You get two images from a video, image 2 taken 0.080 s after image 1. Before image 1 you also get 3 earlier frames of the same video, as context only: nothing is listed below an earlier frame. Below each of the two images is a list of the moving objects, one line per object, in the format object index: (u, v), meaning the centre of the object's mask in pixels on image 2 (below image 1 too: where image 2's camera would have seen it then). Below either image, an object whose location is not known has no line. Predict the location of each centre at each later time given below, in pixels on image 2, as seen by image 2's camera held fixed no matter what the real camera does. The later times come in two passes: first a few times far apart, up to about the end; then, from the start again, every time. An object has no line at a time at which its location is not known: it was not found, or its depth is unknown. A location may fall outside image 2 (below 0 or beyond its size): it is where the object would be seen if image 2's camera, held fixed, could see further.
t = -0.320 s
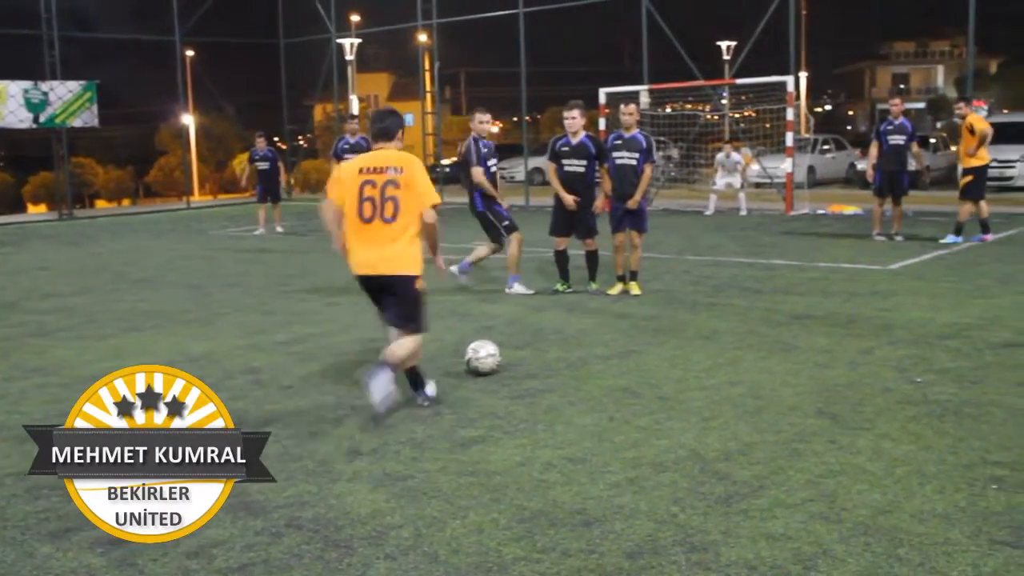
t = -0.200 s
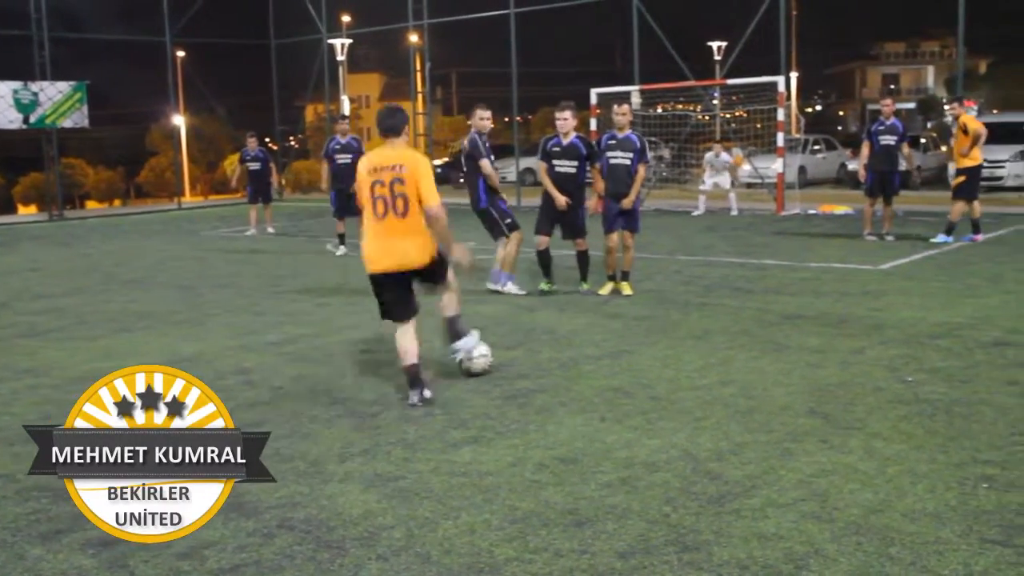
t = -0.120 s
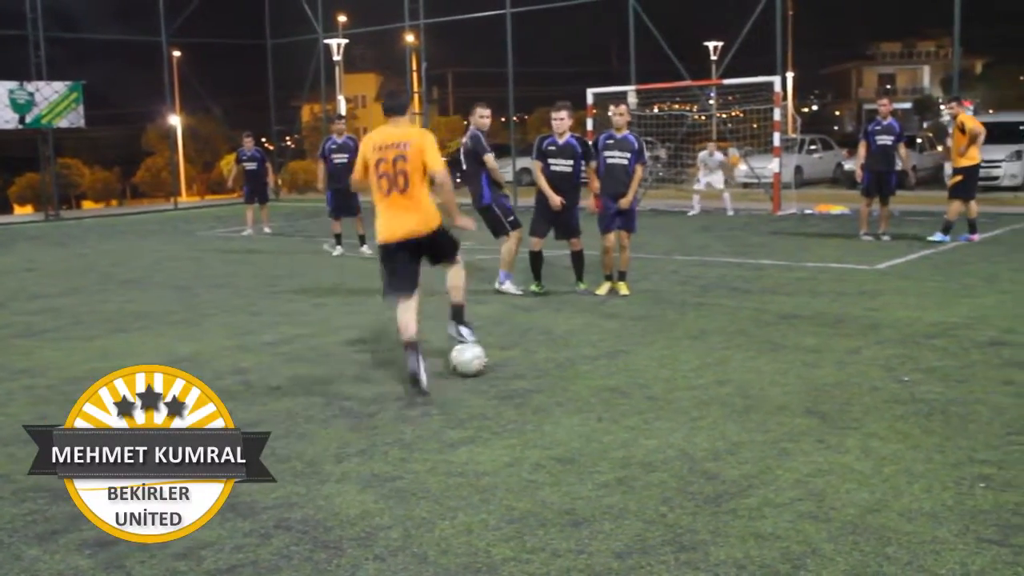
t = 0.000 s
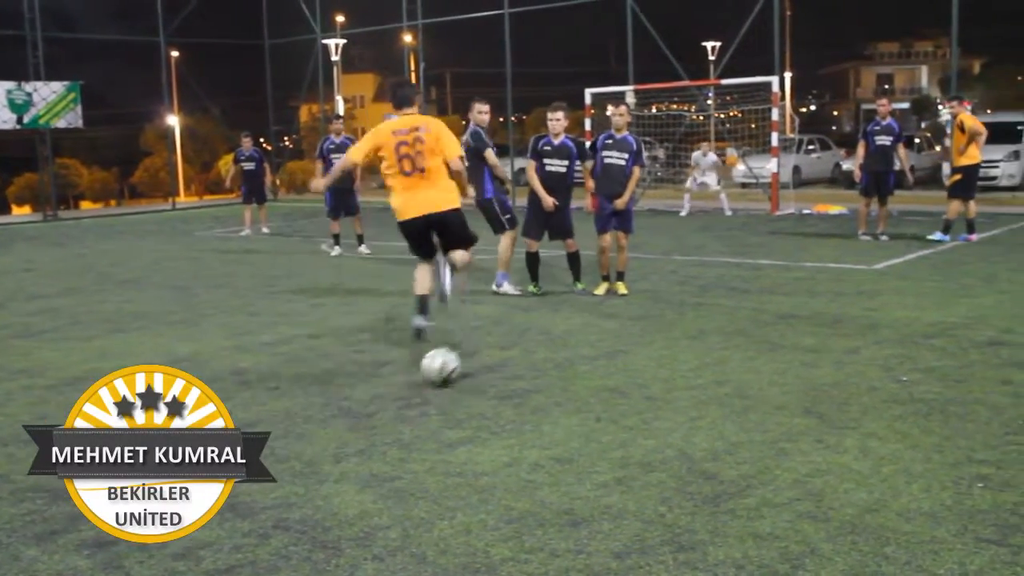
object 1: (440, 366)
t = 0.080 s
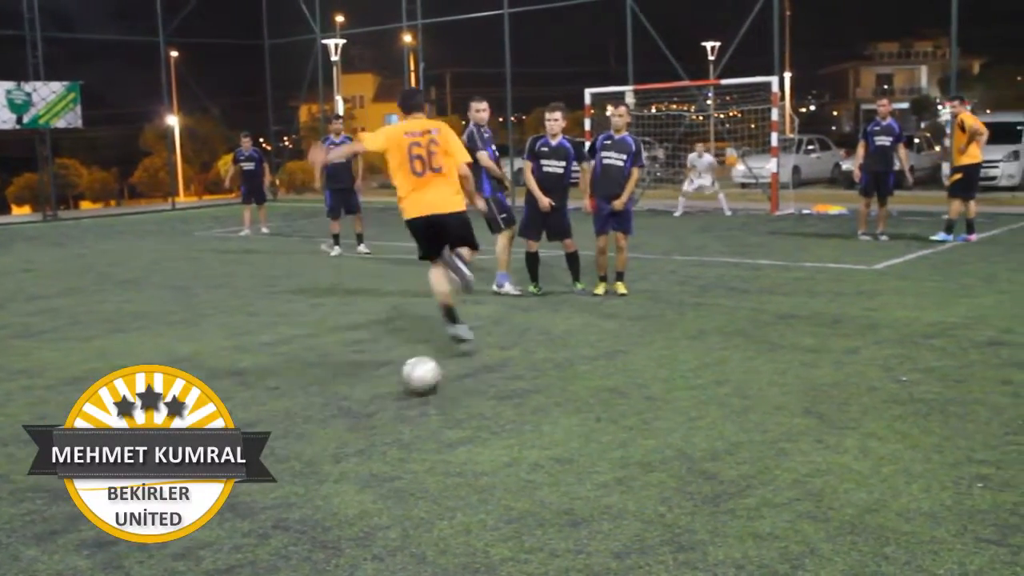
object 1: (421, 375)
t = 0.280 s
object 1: (365, 397)
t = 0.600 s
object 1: (260, 439)
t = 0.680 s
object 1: (229, 452)
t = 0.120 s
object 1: (410, 379)
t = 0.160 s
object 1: (400, 384)
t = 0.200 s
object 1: (388, 386)
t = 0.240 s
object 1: (377, 389)
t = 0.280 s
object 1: (365, 397)
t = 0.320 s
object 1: (354, 403)
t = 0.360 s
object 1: (342, 406)
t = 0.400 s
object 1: (329, 413)
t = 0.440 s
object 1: (315, 418)
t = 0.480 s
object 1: (302, 422)
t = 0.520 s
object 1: (288, 429)
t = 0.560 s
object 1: (275, 433)
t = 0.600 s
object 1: (260, 439)
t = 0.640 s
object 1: (245, 446)
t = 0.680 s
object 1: (229, 452)
